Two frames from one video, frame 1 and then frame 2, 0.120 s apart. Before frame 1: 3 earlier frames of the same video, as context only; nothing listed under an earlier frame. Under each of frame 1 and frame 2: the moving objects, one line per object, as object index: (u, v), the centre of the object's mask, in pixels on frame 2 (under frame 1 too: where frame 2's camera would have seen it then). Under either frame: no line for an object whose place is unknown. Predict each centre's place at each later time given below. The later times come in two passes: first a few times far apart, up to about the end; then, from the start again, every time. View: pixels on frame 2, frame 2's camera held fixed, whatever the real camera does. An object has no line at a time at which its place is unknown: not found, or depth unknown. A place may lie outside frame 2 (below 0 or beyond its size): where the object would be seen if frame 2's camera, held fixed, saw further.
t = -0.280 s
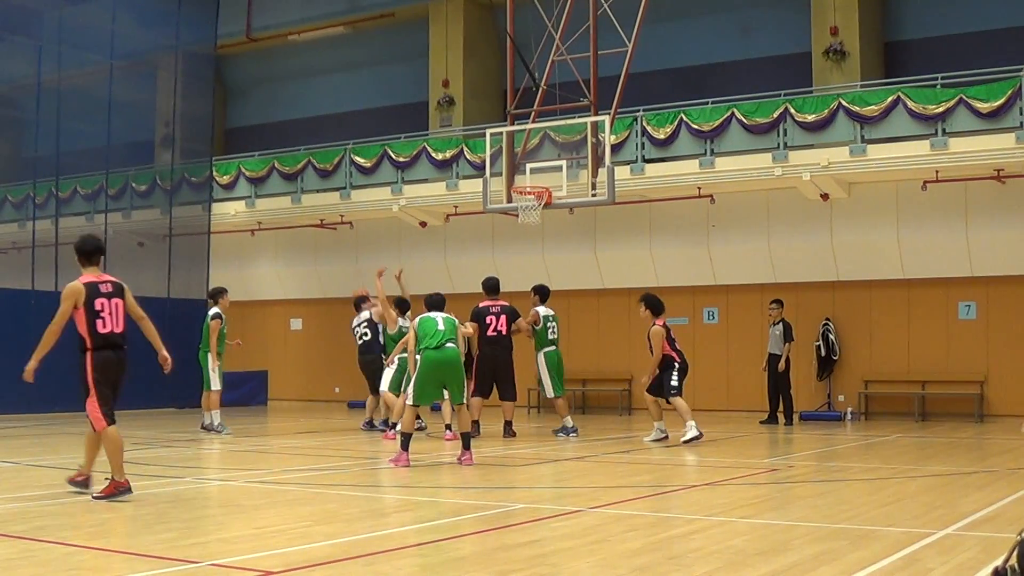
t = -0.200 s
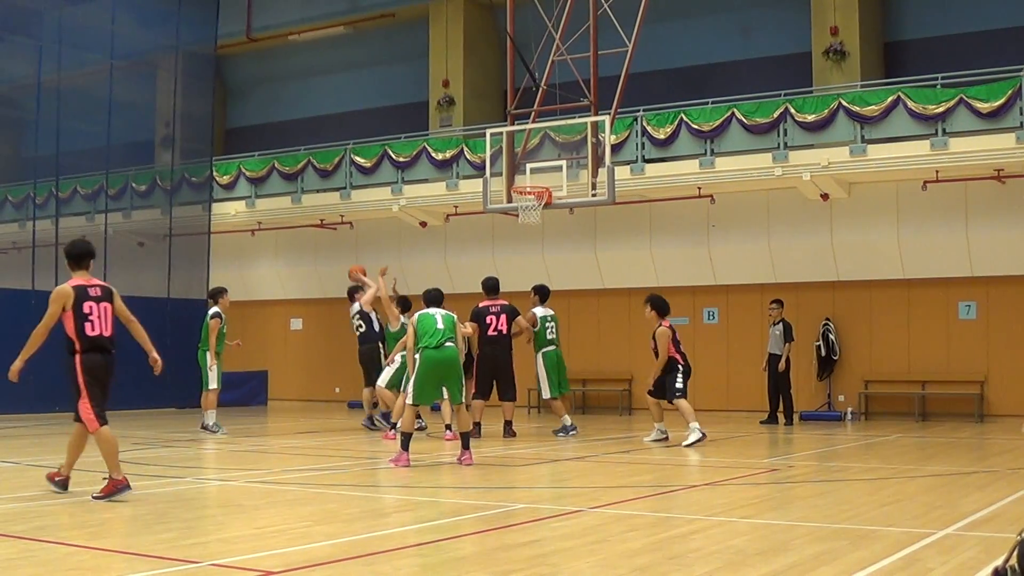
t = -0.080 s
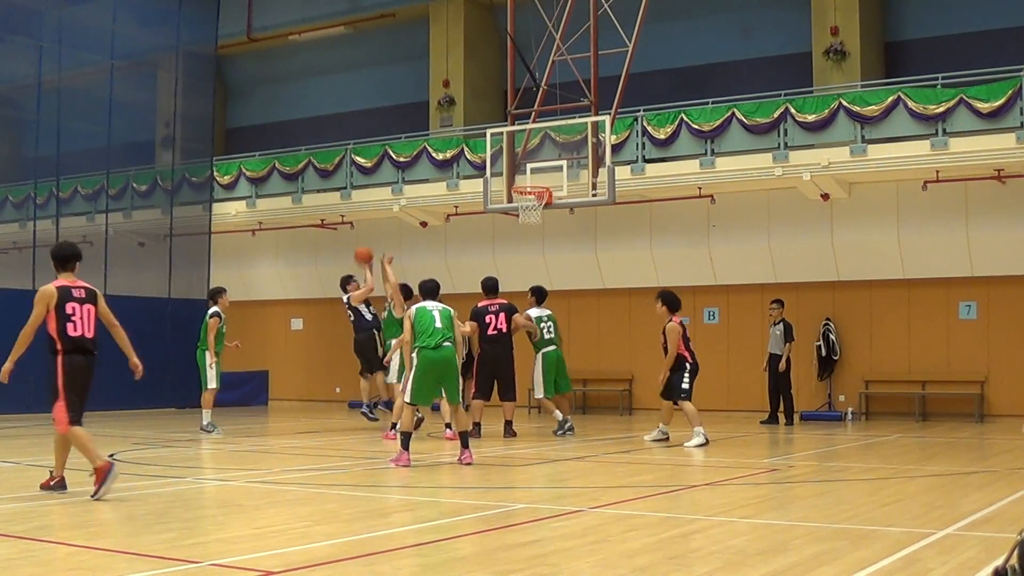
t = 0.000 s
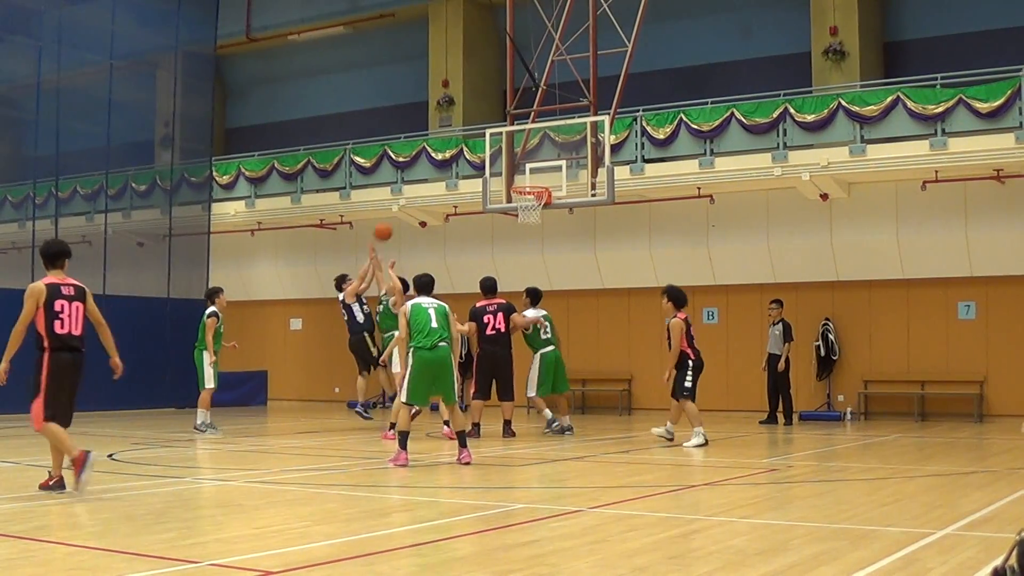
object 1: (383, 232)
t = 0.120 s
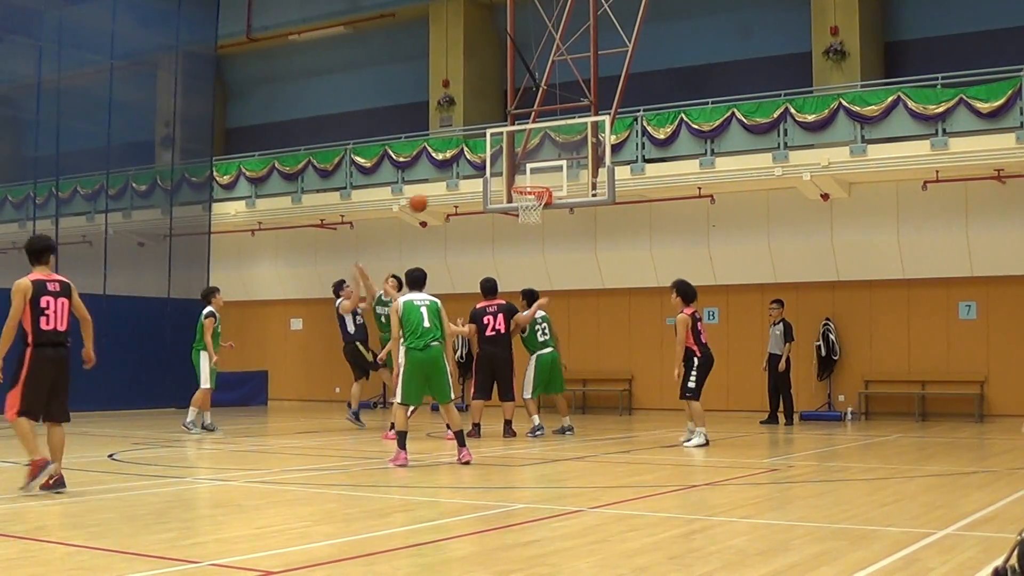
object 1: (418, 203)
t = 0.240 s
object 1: (453, 185)
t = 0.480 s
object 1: (522, 179)
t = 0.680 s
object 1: (553, 176)
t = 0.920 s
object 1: (574, 198)
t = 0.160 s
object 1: (430, 196)
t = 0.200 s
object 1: (442, 189)
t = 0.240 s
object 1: (453, 185)
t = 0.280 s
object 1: (465, 180)
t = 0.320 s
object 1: (476, 178)
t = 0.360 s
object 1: (487, 177)
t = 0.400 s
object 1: (499, 177)
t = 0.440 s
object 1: (511, 178)
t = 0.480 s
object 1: (522, 179)
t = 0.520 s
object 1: (530, 178)
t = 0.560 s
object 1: (536, 176)
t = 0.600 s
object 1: (541, 176)
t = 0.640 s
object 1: (547, 176)
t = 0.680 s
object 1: (553, 176)
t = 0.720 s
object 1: (557, 177)
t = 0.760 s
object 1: (560, 179)
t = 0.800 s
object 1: (563, 181)
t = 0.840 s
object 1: (567, 185)
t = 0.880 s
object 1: (570, 191)
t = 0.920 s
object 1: (574, 198)
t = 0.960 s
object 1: (576, 205)
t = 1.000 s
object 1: (580, 214)
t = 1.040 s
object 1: (583, 225)
